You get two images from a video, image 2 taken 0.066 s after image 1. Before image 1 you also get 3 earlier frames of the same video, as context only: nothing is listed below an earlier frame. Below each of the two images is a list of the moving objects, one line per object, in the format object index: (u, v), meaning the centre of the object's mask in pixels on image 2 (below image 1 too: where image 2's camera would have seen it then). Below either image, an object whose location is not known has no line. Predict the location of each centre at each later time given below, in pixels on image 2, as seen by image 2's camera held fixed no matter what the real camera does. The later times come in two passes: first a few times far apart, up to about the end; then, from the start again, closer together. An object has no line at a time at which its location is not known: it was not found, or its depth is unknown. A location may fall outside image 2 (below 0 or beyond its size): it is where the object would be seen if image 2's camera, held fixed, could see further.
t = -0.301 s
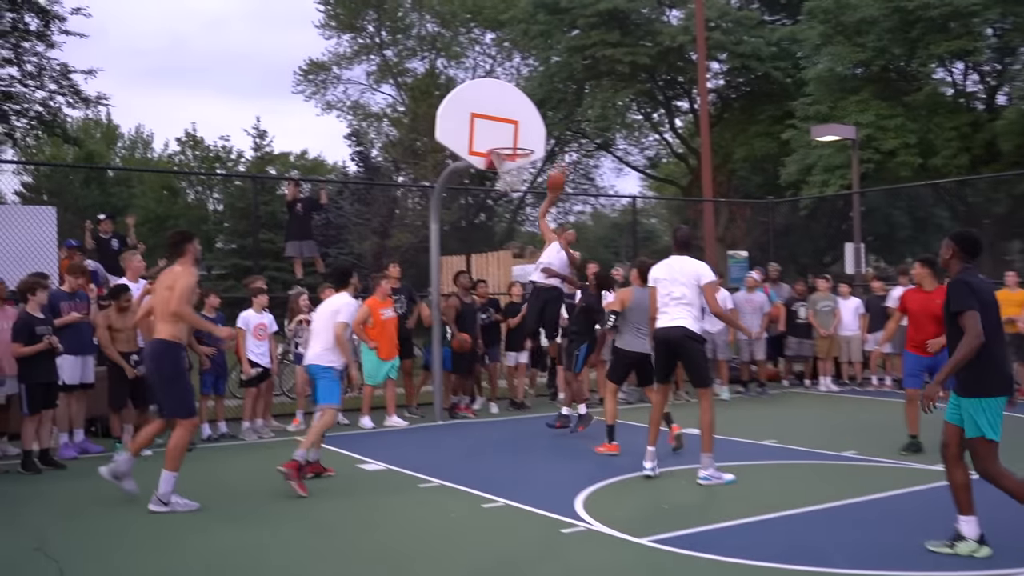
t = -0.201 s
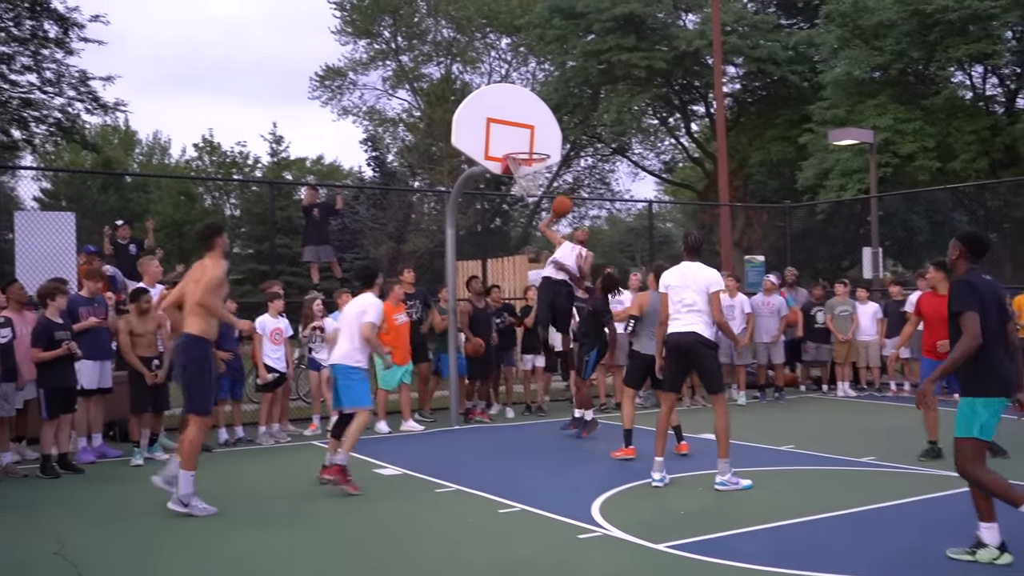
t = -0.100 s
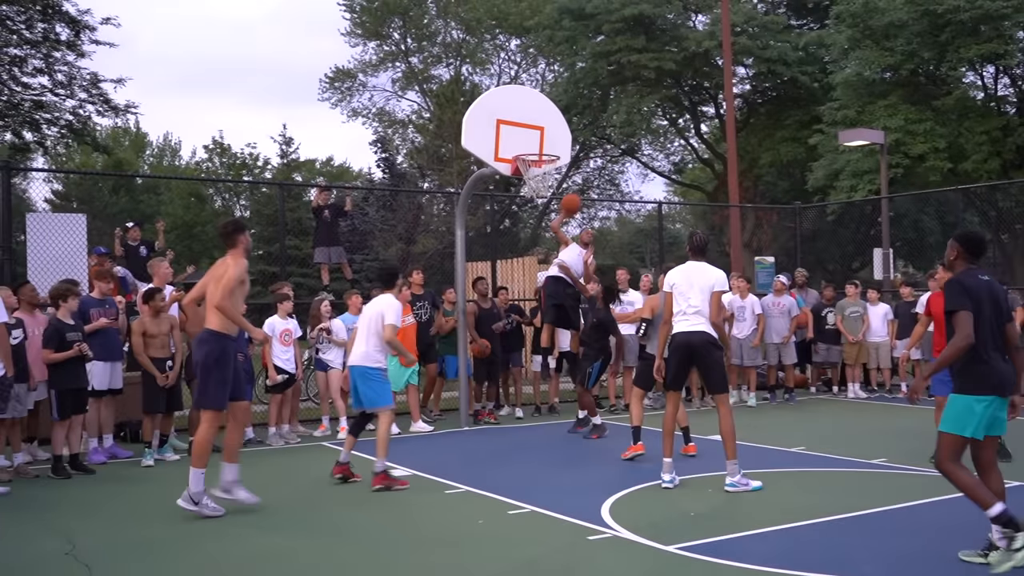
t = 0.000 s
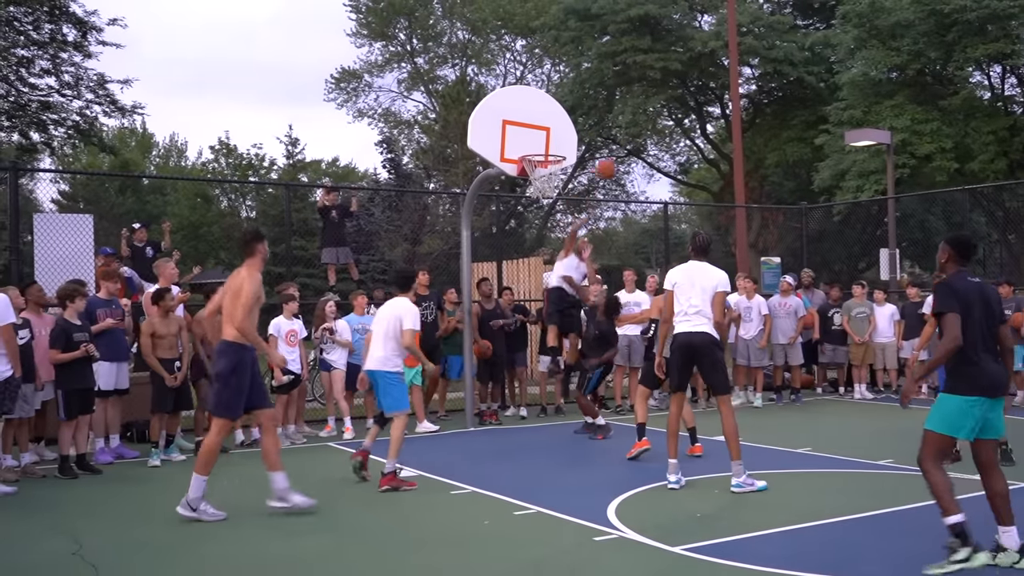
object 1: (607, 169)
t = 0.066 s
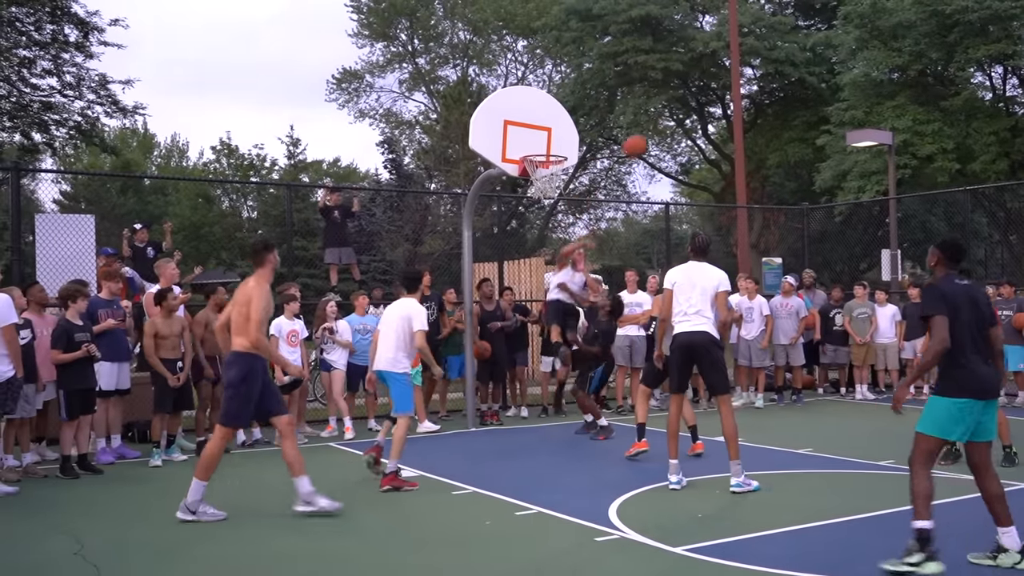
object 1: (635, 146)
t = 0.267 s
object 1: (736, 86)
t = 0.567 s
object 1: (969, 49)
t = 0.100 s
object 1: (649, 135)
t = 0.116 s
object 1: (656, 129)
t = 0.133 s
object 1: (665, 124)
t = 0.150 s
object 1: (674, 118)
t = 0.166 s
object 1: (682, 113)
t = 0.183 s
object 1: (690, 108)
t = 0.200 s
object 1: (698, 104)
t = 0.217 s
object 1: (707, 99)
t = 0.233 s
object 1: (717, 95)
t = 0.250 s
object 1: (726, 90)
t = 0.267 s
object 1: (736, 86)
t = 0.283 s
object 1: (747, 83)
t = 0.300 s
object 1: (759, 78)
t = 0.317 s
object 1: (770, 74)
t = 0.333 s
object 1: (781, 71)
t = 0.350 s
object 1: (792, 67)
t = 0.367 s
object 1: (804, 65)
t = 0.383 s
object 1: (817, 62)
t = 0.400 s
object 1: (828, 59)
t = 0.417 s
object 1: (841, 56)
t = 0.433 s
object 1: (853, 54)
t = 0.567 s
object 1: (969, 49)
